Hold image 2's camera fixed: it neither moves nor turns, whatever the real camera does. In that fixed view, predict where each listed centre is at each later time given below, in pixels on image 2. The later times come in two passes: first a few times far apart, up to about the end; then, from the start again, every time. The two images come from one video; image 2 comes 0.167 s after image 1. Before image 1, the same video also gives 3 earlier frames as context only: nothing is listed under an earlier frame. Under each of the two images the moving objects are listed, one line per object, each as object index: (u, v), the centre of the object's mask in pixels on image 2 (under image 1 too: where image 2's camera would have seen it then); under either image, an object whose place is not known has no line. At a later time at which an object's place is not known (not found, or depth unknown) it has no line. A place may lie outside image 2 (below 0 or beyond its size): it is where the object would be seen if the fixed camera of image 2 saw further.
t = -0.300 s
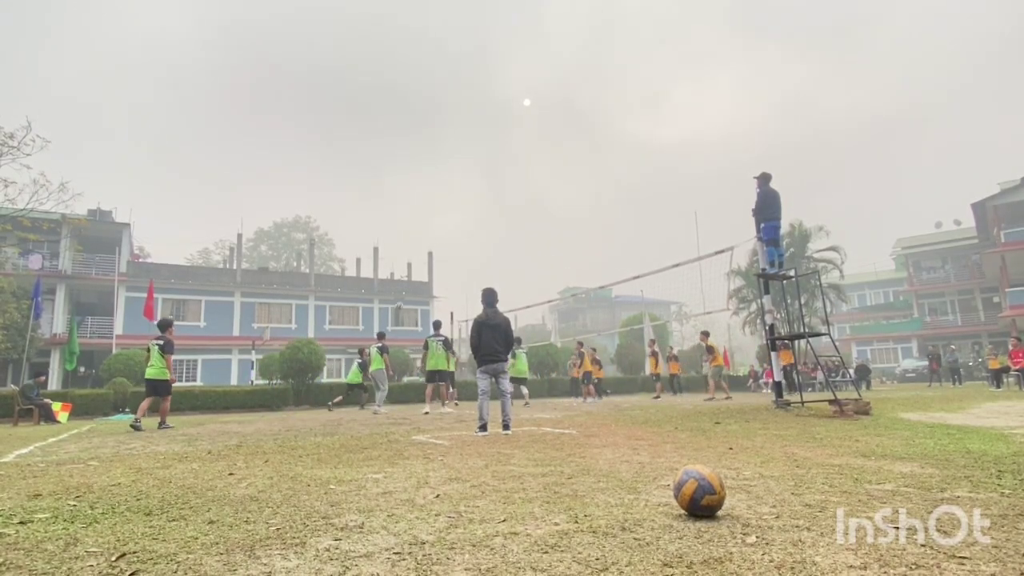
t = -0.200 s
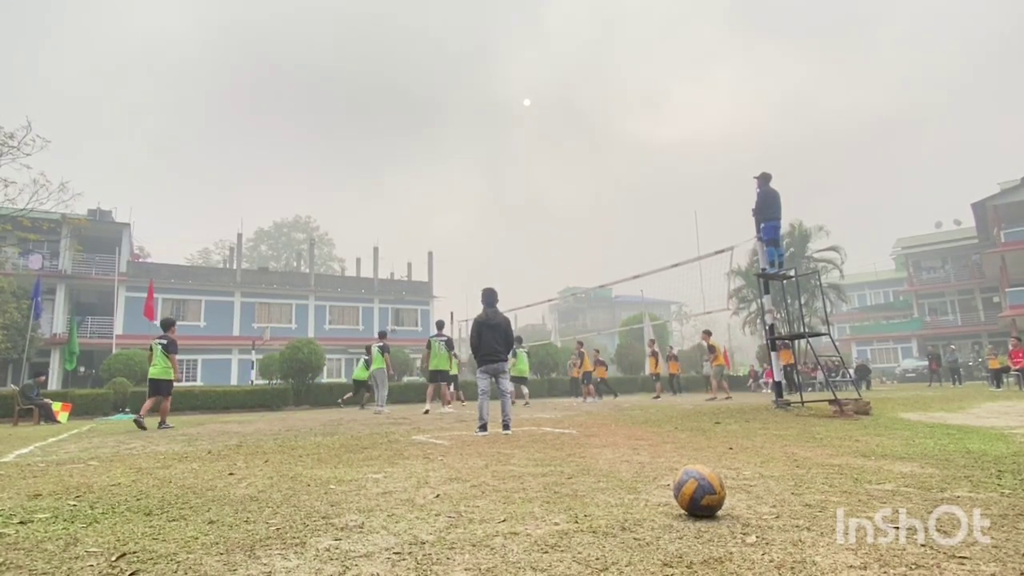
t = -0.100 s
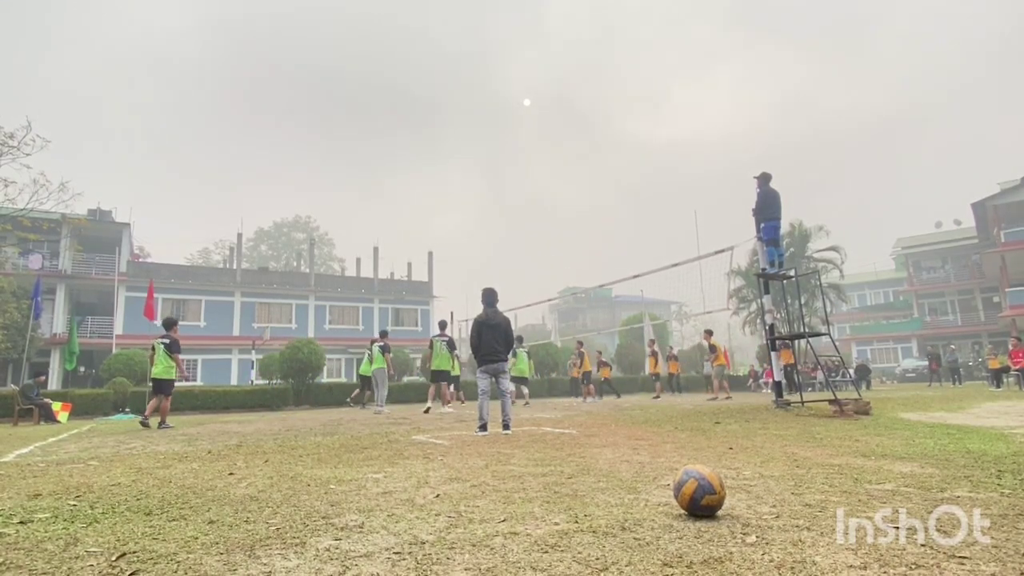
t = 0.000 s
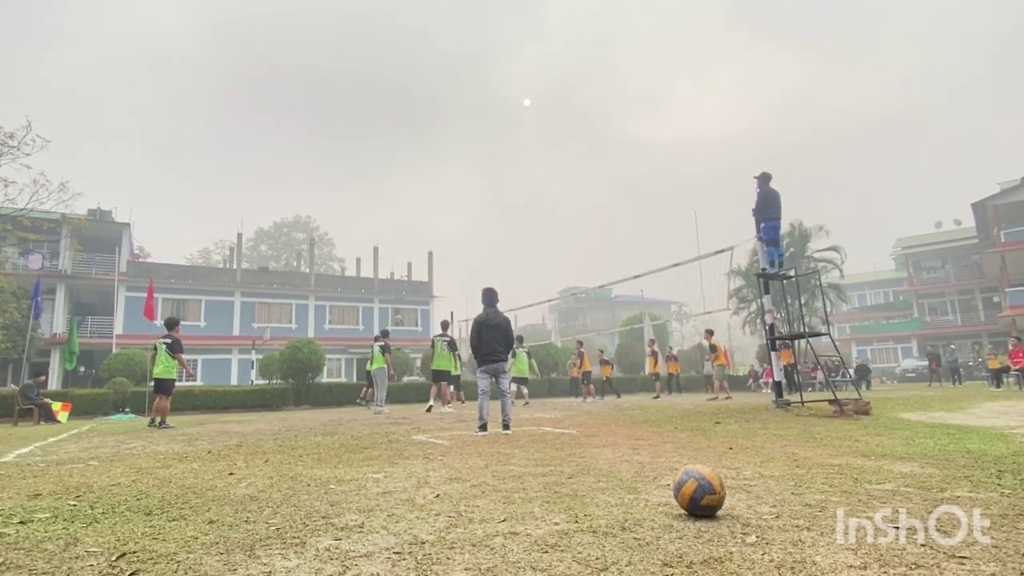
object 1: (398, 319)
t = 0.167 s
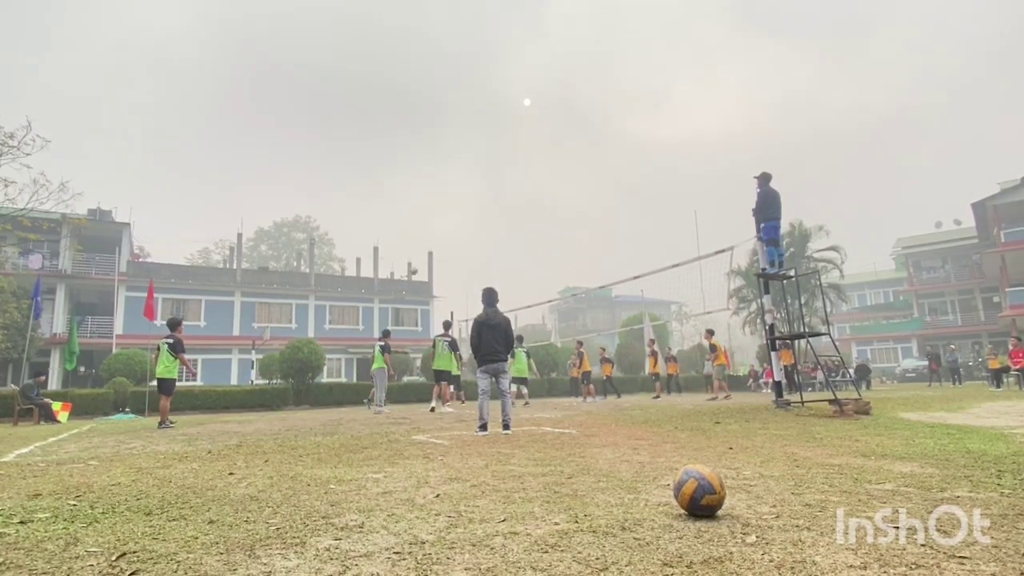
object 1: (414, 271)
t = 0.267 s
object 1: (423, 242)
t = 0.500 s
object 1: (448, 187)
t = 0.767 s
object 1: (475, 153)
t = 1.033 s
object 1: (508, 144)
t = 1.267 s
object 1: (537, 161)
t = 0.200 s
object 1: (418, 256)
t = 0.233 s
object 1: (422, 247)
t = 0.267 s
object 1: (423, 242)
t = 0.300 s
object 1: (428, 230)
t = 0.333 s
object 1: (431, 222)
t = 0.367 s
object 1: (433, 218)
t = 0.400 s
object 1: (438, 207)
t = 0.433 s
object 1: (440, 203)
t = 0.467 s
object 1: (443, 196)
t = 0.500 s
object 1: (448, 187)
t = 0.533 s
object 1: (450, 184)
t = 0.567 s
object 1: (454, 179)
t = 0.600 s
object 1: (459, 171)
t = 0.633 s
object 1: (462, 166)
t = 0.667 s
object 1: (464, 164)
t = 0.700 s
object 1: (469, 158)
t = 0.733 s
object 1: (473, 155)
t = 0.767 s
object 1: (475, 153)
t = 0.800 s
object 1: (480, 149)
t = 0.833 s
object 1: (484, 147)
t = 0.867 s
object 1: (486, 145)
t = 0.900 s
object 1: (492, 144)
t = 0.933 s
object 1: (496, 143)
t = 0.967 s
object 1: (498, 143)
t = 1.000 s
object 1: (504, 143)
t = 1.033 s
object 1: (508, 144)
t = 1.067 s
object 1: (510, 144)
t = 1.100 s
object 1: (514, 146)
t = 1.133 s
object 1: (521, 149)
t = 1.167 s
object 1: (523, 150)
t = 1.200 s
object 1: (530, 155)
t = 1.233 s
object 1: (535, 159)
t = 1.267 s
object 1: (537, 161)
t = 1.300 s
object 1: (544, 169)
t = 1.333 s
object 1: (549, 175)
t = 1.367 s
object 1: (551, 178)
